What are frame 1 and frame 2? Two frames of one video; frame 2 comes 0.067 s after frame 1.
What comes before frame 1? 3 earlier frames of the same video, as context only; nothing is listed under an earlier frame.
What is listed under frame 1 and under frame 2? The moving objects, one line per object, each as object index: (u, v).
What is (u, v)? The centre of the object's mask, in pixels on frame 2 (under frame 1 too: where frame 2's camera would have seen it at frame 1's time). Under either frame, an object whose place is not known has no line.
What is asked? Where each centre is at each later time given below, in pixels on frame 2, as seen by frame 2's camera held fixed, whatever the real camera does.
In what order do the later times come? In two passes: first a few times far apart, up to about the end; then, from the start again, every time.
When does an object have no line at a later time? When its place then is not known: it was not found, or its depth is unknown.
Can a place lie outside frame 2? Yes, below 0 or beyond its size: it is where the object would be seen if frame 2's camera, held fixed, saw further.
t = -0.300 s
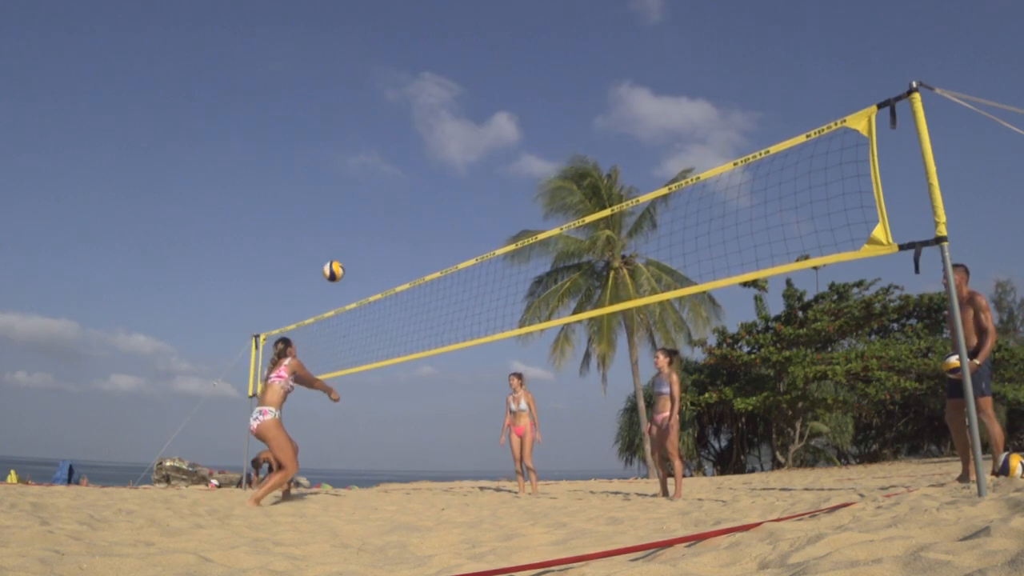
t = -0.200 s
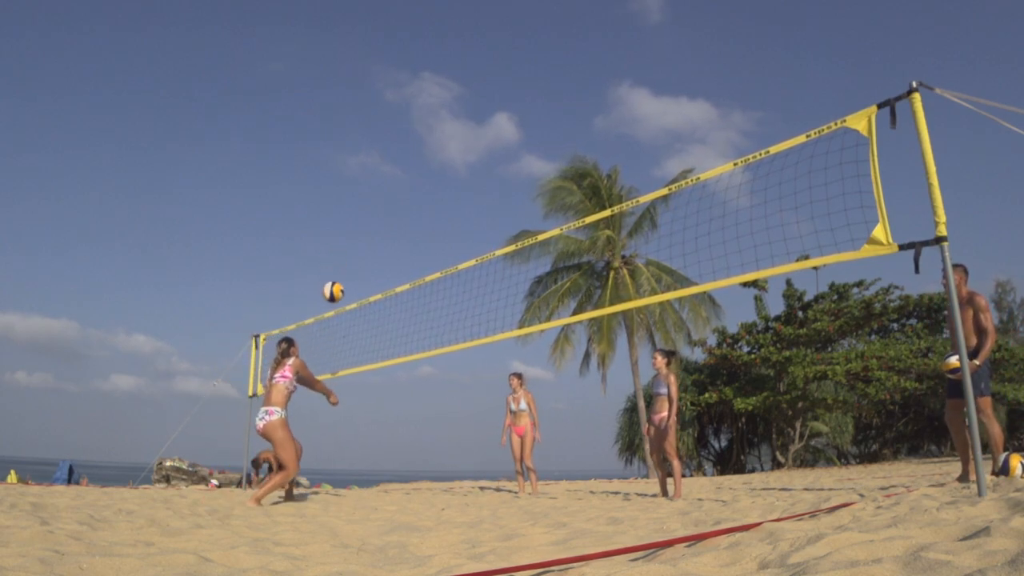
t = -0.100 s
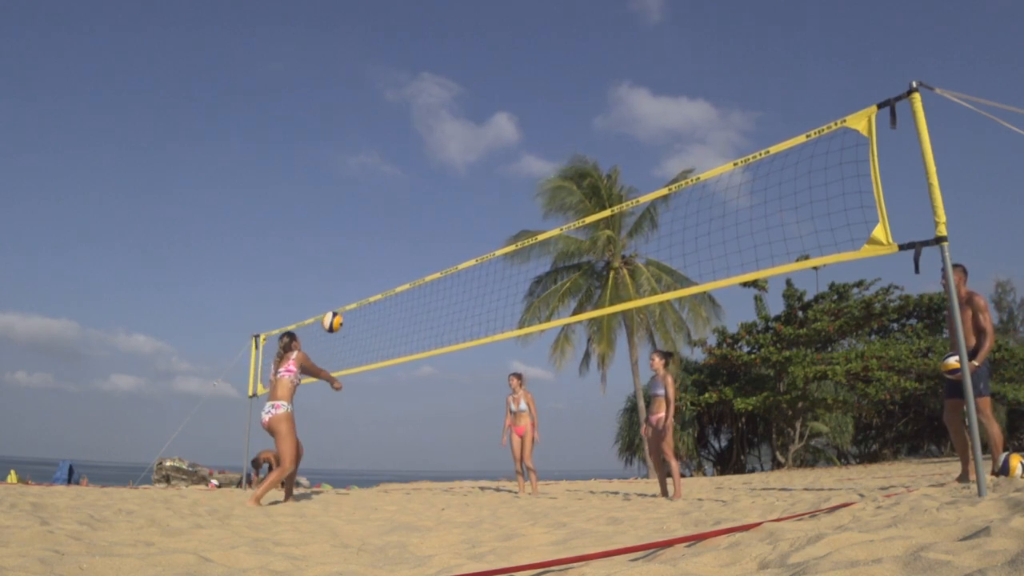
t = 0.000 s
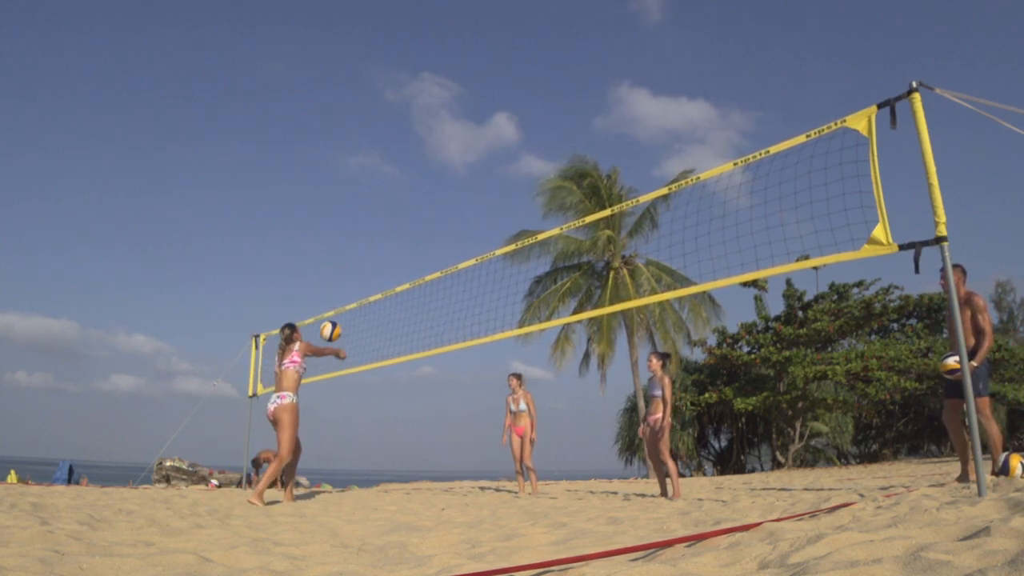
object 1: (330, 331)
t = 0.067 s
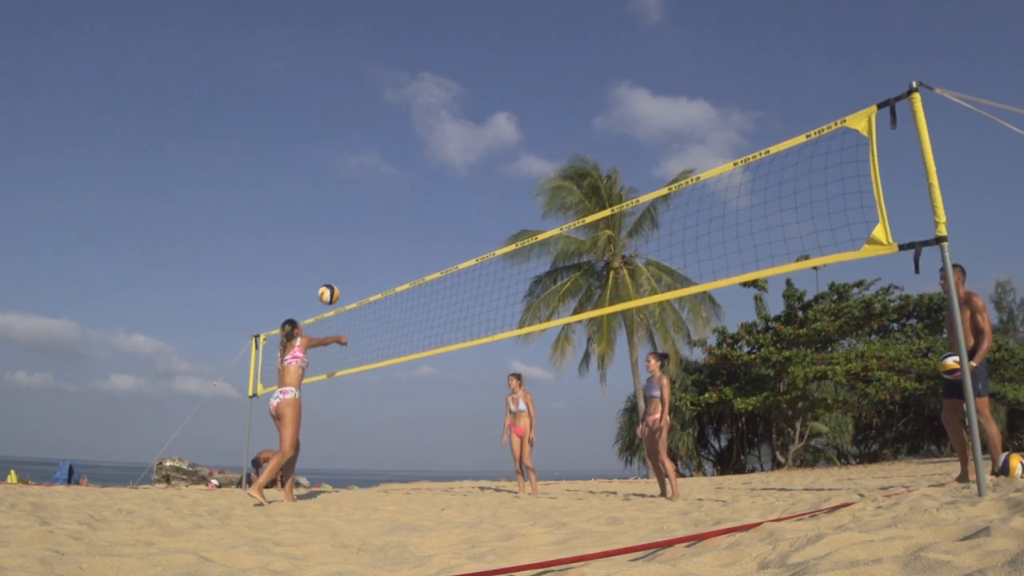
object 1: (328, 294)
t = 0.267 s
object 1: (322, 212)
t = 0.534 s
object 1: (308, 163)
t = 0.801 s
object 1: (288, 174)
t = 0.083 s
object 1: (328, 286)
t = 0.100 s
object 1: (328, 277)
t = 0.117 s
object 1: (327, 270)
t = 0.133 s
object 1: (327, 262)
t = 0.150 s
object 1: (326, 254)
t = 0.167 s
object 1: (326, 248)
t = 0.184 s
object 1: (325, 241)
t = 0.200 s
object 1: (324, 234)
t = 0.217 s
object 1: (324, 228)
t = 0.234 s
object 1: (323, 223)
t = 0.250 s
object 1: (322, 217)
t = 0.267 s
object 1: (322, 212)
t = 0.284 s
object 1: (321, 208)
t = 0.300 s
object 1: (320, 203)
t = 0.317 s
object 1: (320, 198)
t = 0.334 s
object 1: (319, 194)
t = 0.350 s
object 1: (318, 190)
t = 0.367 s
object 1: (317, 186)
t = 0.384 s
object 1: (316, 183)
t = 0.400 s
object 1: (316, 179)
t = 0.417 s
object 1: (315, 176)
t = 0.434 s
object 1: (314, 174)
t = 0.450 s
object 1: (313, 171)
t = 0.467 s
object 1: (312, 169)
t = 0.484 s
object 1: (311, 167)
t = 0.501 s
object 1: (310, 166)
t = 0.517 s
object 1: (309, 164)
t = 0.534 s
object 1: (308, 163)
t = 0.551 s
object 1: (307, 162)
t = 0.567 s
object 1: (306, 161)
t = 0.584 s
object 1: (305, 160)
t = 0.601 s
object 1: (304, 160)
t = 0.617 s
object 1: (303, 160)
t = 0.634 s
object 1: (302, 160)
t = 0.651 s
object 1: (300, 161)
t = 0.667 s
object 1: (299, 161)
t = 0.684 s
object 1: (298, 162)
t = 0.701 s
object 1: (297, 163)
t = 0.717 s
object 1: (295, 164)
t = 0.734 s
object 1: (294, 166)
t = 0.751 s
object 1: (293, 168)
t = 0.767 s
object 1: (291, 170)
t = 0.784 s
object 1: (290, 172)
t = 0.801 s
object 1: (288, 174)
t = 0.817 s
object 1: (287, 177)
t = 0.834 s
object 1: (286, 180)
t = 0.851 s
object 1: (284, 184)
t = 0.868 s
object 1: (283, 187)
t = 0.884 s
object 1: (281, 191)
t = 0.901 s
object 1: (280, 195)
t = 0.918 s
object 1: (278, 199)
